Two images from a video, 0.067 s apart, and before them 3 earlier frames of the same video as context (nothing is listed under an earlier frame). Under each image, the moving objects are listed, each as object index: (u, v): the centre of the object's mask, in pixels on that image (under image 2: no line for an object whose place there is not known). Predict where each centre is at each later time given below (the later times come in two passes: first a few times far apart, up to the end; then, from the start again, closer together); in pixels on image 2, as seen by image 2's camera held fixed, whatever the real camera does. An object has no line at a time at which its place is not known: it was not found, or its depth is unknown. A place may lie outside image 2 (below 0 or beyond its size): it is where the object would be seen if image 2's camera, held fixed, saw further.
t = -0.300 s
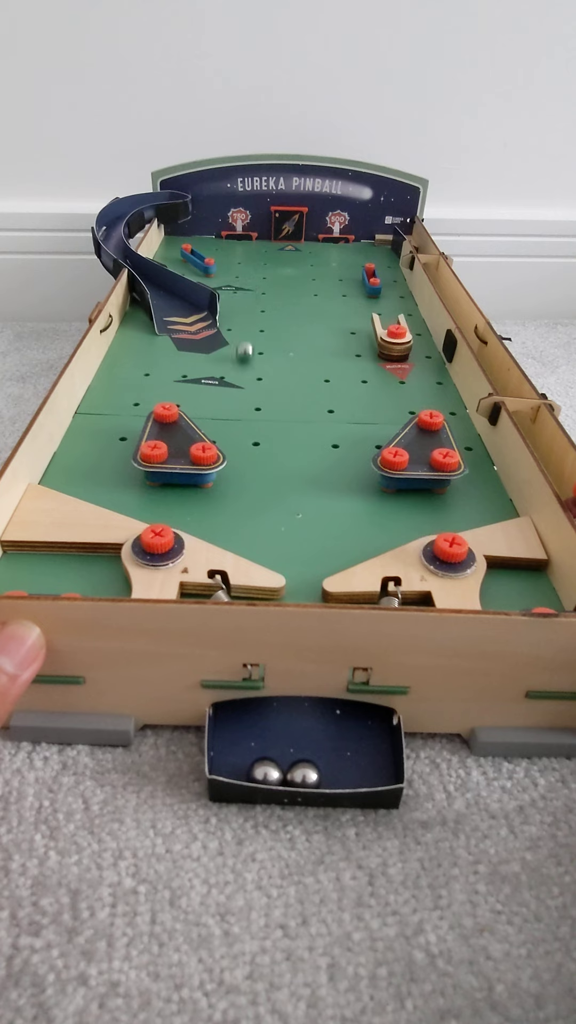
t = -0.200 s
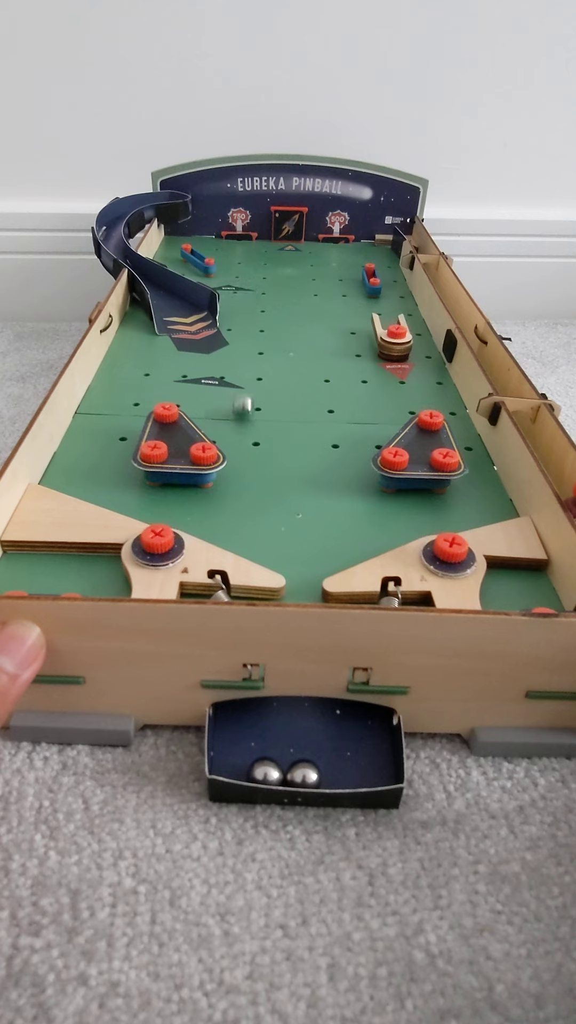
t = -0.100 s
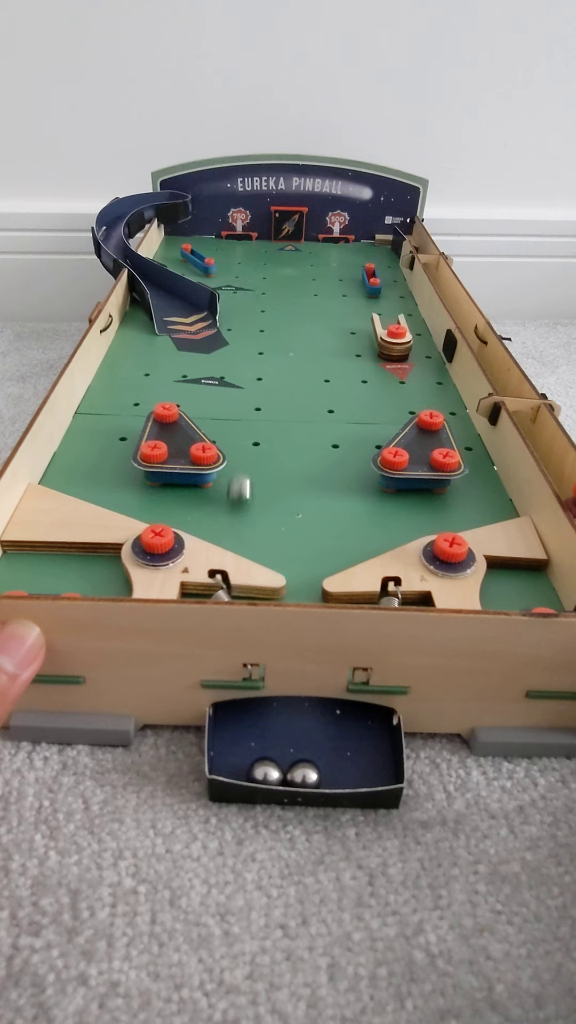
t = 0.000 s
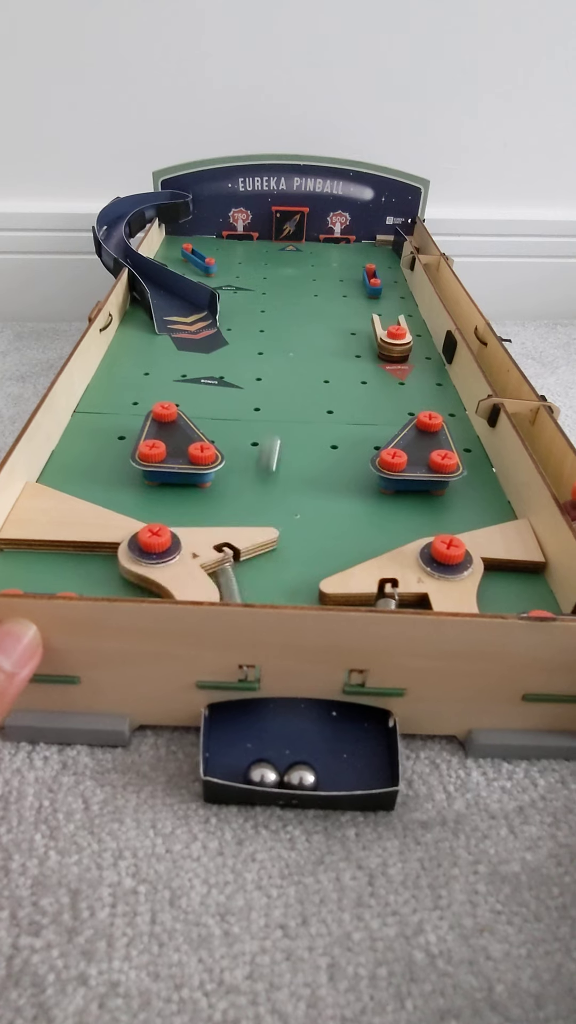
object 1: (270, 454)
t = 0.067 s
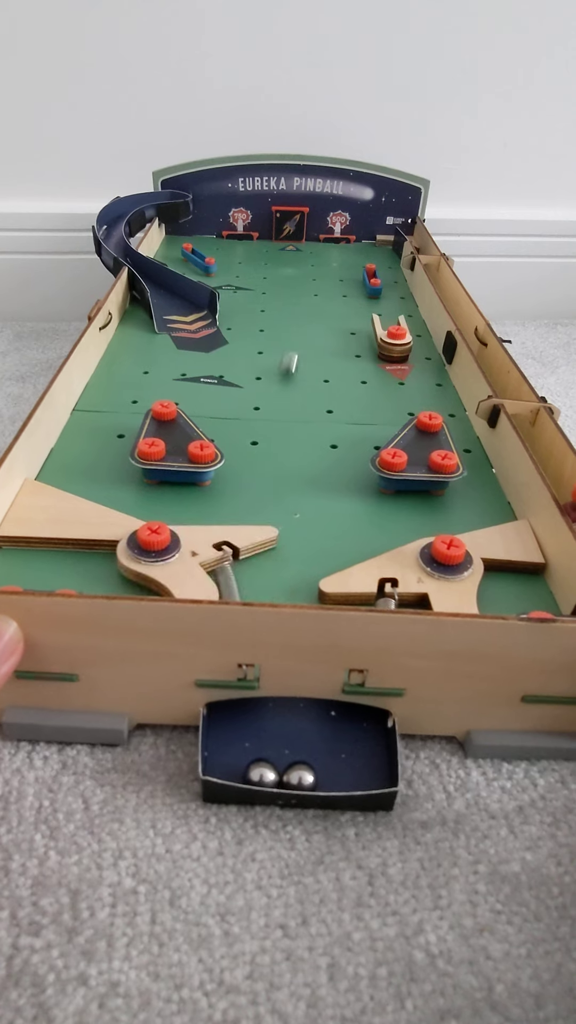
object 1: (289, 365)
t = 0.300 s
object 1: (328, 247)
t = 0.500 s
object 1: (347, 248)
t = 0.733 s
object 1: (378, 264)
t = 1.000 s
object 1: (395, 265)
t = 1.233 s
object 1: (398, 286)
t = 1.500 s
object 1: (422, 324)
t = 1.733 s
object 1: (424, 351)
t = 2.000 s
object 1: (422, 406)
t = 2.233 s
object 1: (426, 399)
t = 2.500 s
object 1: (449, 421)
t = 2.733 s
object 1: (480, 514)
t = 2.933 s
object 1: (409, 526)
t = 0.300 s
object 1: (328, 247)
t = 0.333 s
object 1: (331, 240)
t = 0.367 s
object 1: (334, 238)
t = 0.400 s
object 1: (338, 241)
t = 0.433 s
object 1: (340, 244)
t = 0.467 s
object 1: (343, 246)
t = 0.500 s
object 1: (347, 248)
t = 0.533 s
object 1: (350, 251)
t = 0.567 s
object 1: (354, 254)
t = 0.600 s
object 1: (358, 257)
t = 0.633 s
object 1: (362, 261)
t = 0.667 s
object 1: (365, 262)
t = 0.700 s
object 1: (373, 263)
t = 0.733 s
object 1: (378, 264)
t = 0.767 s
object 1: (382, 265)
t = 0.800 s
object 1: (388, 264)
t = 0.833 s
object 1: (393, 263)
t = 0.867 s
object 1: (395, 263)
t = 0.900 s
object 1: (395, 263)
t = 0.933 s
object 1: (395, 263)
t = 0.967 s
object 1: (395, 264)
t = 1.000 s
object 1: (395, 265)
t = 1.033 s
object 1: (395, 267)
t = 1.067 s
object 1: (396, 269)
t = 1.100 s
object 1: (397, 271)
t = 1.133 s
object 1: (398, 274)
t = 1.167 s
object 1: (398, 278)
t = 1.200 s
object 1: (398, 281)
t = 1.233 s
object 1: (398, 286)
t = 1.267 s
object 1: (400, 291)
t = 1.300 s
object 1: (400, 296)
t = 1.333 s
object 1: (401, 303)
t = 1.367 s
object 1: (402, 308)
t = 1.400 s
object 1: (406, 315)
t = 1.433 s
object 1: (413, 319)
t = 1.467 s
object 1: (421, 322)
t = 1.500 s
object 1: (422, 324)
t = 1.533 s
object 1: (423, 326)
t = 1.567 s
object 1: (425, 330)
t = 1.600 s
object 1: (427, 334)
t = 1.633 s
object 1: (428, 339)
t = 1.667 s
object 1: (431, 344)
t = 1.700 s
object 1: (432, 349)
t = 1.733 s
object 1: (424, 351)
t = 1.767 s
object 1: (420, 355)
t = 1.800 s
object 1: (420, 359)
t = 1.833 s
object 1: (420, 365)
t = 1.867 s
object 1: (420, 371)
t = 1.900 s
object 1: (420, 379)
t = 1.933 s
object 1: (421, 388)
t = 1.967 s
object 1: (421, 399)
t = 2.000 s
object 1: (422, 406)
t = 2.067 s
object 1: (424, 409)
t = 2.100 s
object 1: (422, 407)
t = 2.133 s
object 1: (423, 404)
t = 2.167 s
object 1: (424, 402)
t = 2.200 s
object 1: (425, 400)
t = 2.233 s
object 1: (426, 399)
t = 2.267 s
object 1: (428, 399)
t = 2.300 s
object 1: (429, 399)
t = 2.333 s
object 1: (431, 400)
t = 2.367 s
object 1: (433, 402)
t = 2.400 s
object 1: (436, 405)
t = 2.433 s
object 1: (440, 409)
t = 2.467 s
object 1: (445, 414)
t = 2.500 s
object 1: (449, 421)
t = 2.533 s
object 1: (453, 429)
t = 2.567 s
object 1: (457, 437)
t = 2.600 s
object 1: (461, 449)
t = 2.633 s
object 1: (466, 460)
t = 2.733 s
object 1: (480, 514)
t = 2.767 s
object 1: (468, 513)
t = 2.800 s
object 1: (454, 511)
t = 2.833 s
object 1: (442, 513)
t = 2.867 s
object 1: (431, 516)
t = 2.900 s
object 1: (420, 521)
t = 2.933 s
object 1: (409, 526)
